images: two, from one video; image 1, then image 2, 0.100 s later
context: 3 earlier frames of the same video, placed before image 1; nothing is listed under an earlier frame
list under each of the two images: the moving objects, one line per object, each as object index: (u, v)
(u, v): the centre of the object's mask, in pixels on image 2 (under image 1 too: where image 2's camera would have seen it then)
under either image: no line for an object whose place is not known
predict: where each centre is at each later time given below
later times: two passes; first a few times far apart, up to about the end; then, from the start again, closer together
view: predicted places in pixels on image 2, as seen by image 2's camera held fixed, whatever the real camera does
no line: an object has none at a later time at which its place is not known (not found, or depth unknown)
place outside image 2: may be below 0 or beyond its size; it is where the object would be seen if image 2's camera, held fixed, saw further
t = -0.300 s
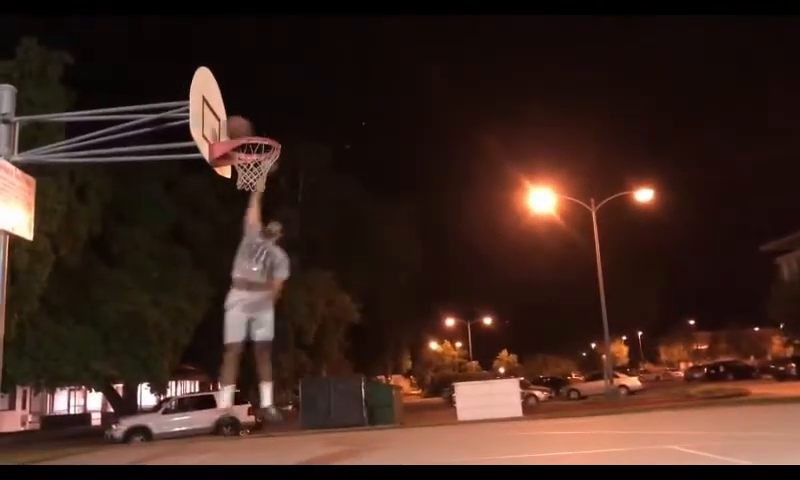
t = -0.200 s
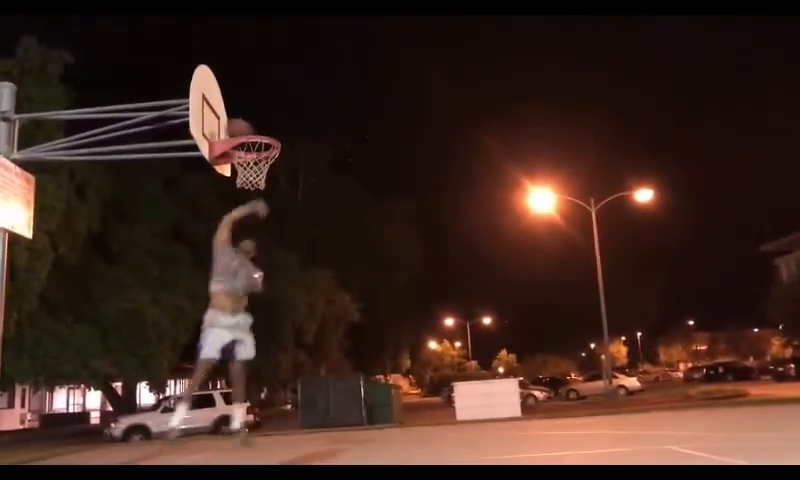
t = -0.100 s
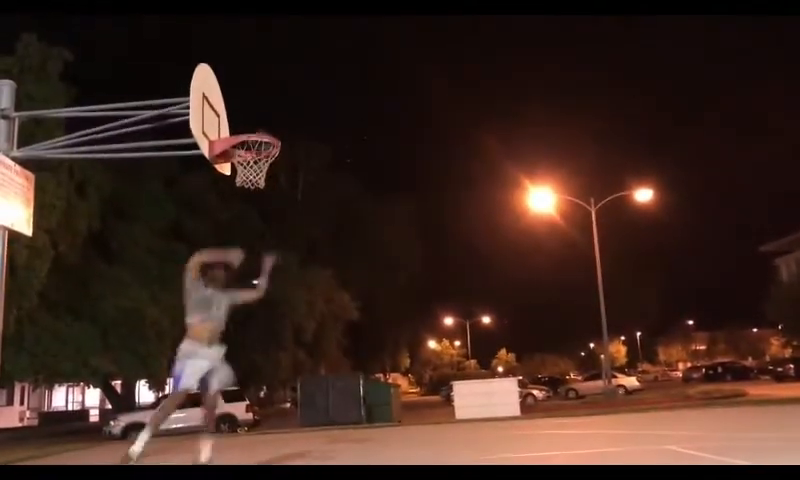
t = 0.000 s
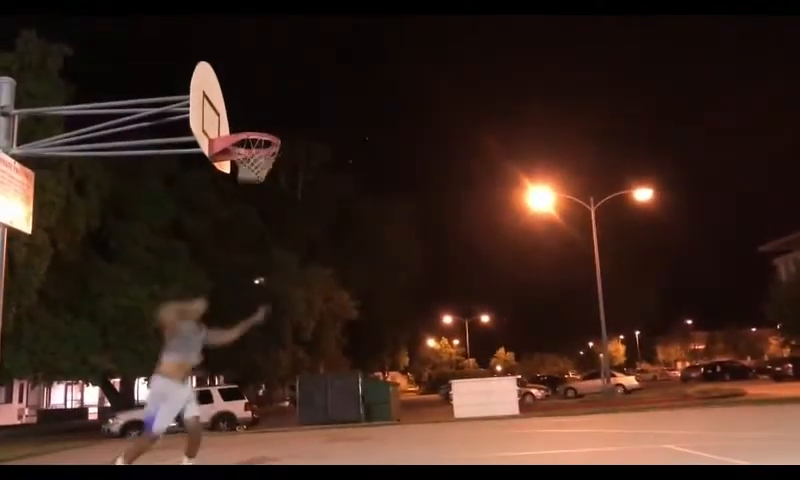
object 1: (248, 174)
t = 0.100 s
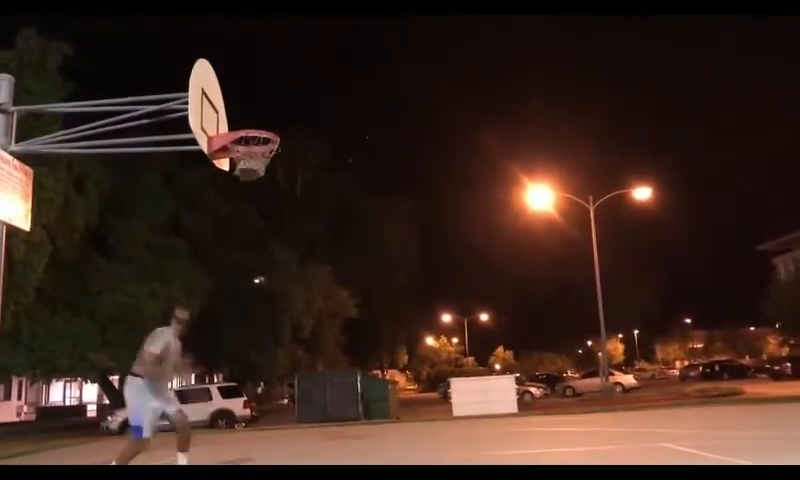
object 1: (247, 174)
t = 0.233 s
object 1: (246, 180)
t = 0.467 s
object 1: (244, 218)
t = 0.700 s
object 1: (243, 337)
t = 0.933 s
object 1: (241, 449)
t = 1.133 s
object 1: (241, 346)
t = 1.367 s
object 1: (240, 296)
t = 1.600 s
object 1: (239, 313)
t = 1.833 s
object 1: (240, 408)
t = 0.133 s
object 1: (245, 175)
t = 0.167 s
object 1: (243, 176)
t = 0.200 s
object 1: (242, 178)
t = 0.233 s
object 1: (246, 180)
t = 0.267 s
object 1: (245, 179)
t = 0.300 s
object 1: (246, 182)
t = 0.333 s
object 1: (245, 184)
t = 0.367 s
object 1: (245, 192)
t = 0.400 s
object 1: (245, 198)
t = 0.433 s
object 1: (245, 208)
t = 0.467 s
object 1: (244, 218)
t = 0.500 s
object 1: (244, 231)
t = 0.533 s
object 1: (244, 244)
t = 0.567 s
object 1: (244, 260)
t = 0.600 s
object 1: (244, 277)
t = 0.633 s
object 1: (244, 295)
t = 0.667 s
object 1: (243, 316)
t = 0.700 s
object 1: (243, 337)
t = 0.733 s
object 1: (242, 360)
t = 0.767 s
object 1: (244, 383)
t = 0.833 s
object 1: (241, 450)
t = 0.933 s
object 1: (241, 449)
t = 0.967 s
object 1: (242, 429)
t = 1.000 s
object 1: (242, 407)
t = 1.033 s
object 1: (242, 386)
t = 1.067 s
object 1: (242, 373)
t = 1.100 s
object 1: (241, 358)
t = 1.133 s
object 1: (241, 346)
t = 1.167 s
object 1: (241, 334)
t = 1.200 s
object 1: (240, 325)
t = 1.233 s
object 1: (240, 316)
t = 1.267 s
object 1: (240, 309)
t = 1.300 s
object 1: (240, 303)
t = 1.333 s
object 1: (240, 299)
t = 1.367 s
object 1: (240, 296)
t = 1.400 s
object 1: (240, 294)
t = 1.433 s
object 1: (240, 293)
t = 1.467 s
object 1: (240, 295)
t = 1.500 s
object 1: (239, 297)
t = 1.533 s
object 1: (240, 301)
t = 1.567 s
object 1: (239, 307)
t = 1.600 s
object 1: (239, 313)
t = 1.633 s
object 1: (239, 322)
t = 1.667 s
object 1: (239, 332)
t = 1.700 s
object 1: (239, 344)
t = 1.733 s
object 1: (240, 358)
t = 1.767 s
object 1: (240, 372)
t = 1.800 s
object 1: (241, 390)
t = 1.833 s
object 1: (240, 408)
